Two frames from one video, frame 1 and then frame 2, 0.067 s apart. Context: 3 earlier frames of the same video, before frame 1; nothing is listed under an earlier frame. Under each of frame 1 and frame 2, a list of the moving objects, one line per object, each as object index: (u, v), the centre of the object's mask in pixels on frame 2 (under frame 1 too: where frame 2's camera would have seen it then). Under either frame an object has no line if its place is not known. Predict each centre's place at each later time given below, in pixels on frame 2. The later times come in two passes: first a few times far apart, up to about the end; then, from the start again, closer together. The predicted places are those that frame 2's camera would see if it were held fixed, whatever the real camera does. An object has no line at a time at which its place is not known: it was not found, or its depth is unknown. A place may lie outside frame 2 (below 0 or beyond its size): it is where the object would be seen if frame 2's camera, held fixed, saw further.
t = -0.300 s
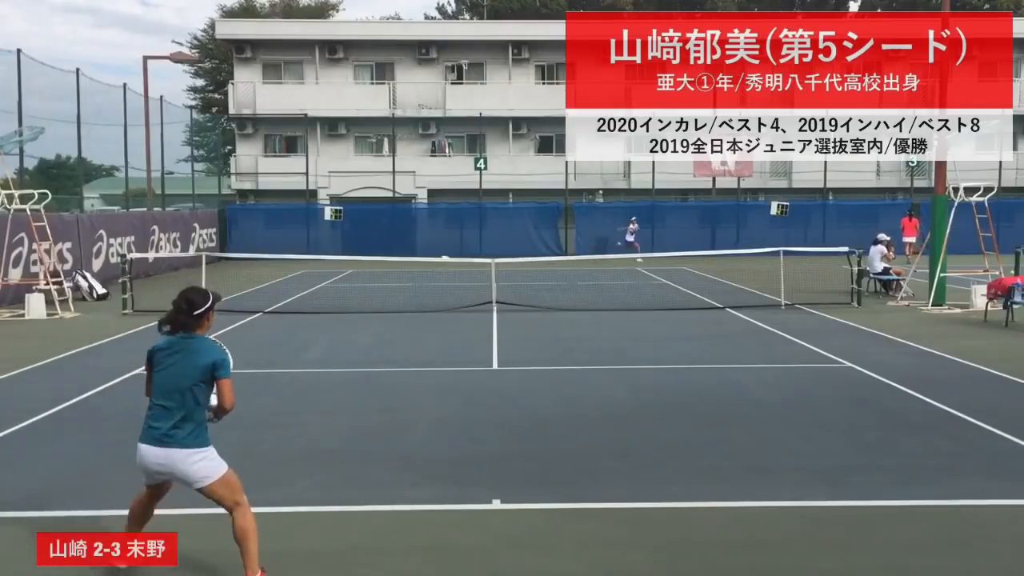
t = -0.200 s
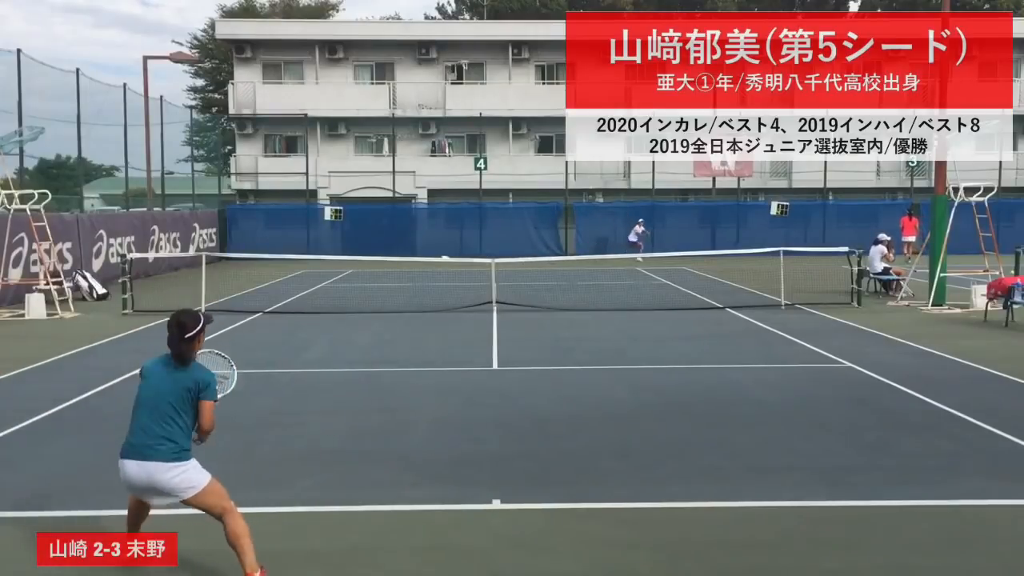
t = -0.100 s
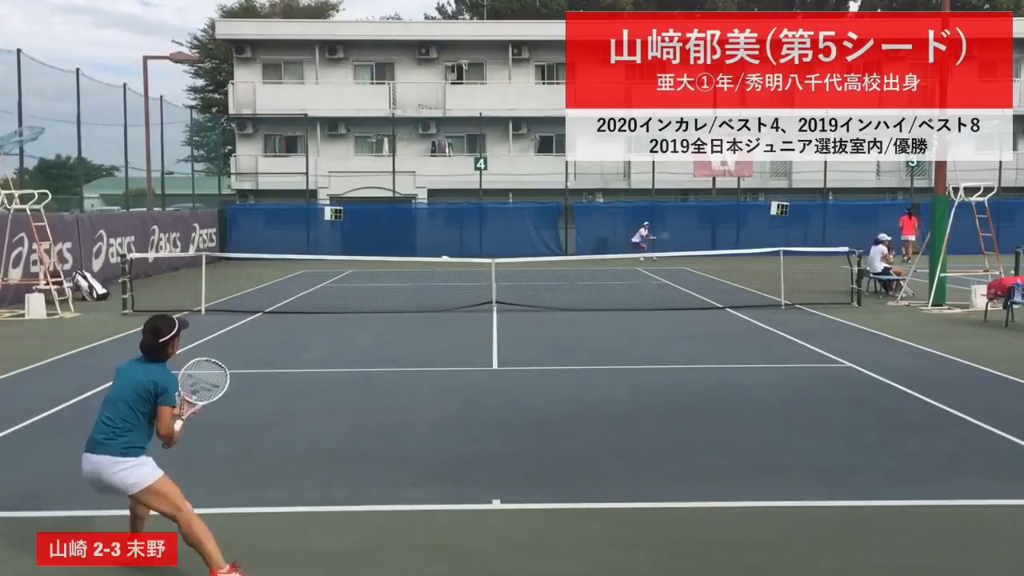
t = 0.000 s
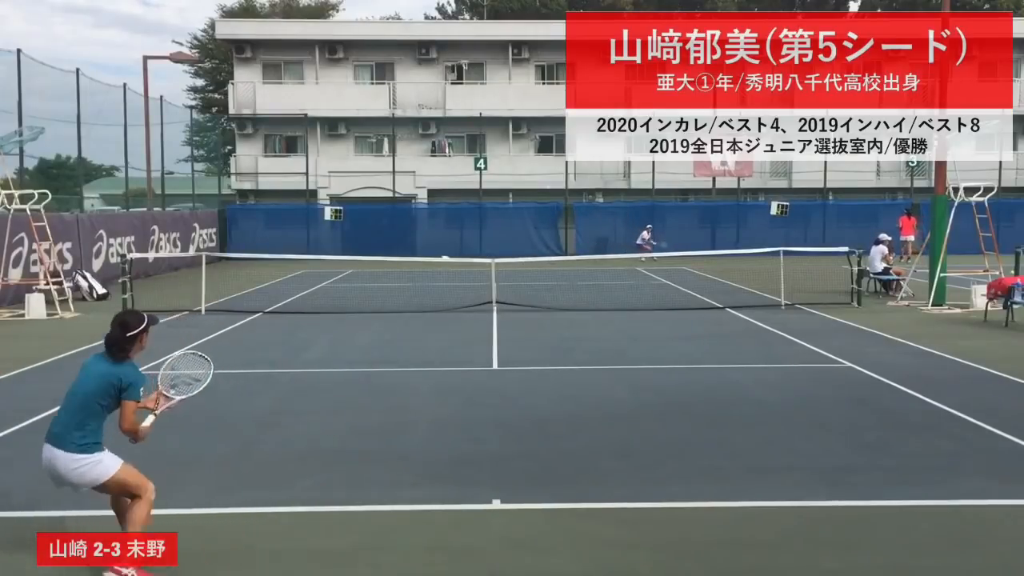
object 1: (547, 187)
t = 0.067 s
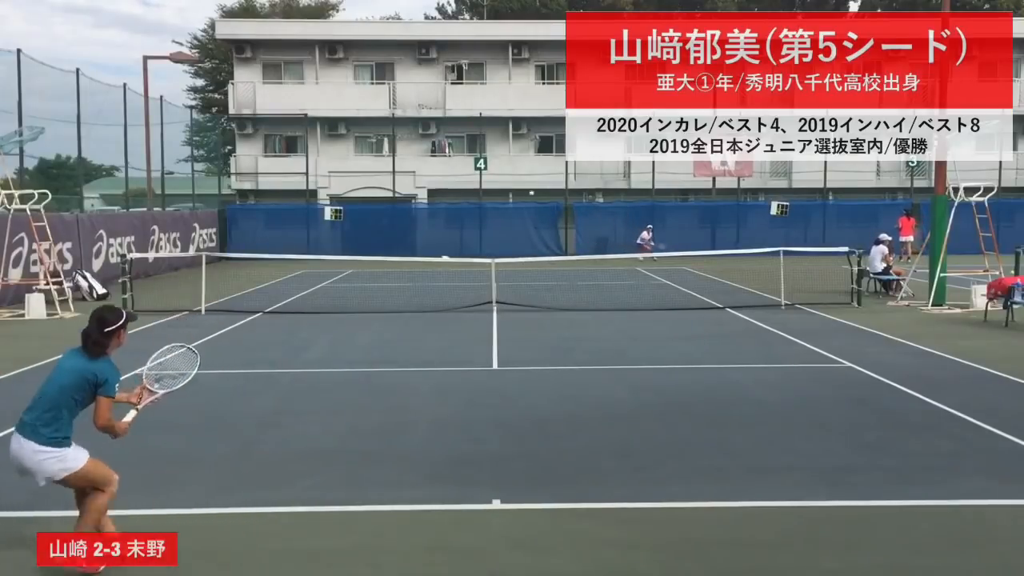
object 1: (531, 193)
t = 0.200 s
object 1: (492, 214)
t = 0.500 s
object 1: (350, 361)
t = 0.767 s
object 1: (169, 380)
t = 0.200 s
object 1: (492, 214)
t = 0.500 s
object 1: (350, 361)
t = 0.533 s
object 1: (327, 391)
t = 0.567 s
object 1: (300, 427)
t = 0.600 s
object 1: (281, 420)
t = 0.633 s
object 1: (262, 410)
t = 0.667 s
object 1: (241, 401)
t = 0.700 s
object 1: (219, 392)
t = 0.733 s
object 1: (195, 385)
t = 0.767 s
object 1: (169, 380)
